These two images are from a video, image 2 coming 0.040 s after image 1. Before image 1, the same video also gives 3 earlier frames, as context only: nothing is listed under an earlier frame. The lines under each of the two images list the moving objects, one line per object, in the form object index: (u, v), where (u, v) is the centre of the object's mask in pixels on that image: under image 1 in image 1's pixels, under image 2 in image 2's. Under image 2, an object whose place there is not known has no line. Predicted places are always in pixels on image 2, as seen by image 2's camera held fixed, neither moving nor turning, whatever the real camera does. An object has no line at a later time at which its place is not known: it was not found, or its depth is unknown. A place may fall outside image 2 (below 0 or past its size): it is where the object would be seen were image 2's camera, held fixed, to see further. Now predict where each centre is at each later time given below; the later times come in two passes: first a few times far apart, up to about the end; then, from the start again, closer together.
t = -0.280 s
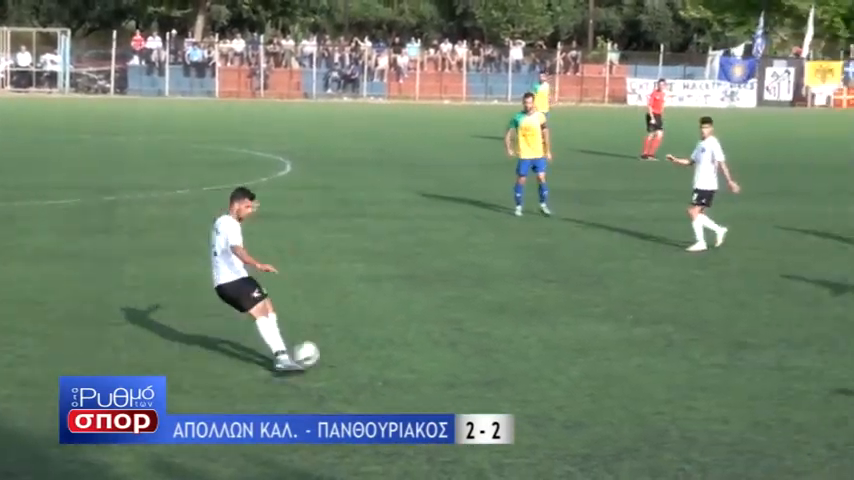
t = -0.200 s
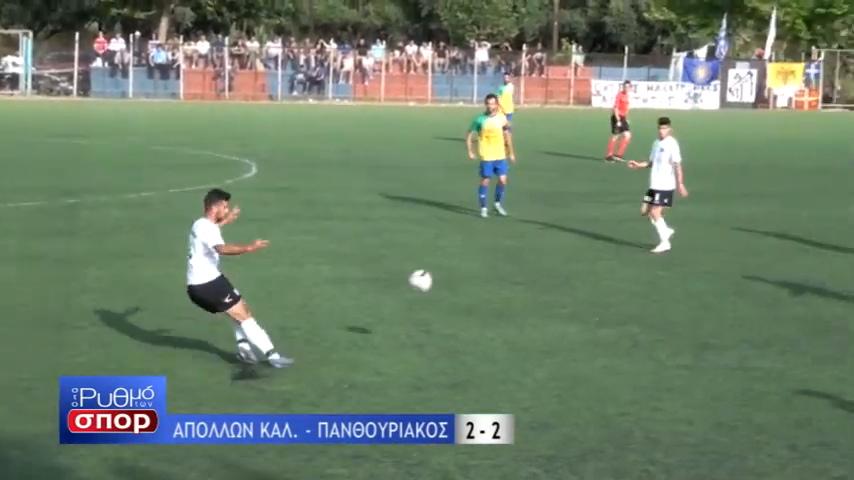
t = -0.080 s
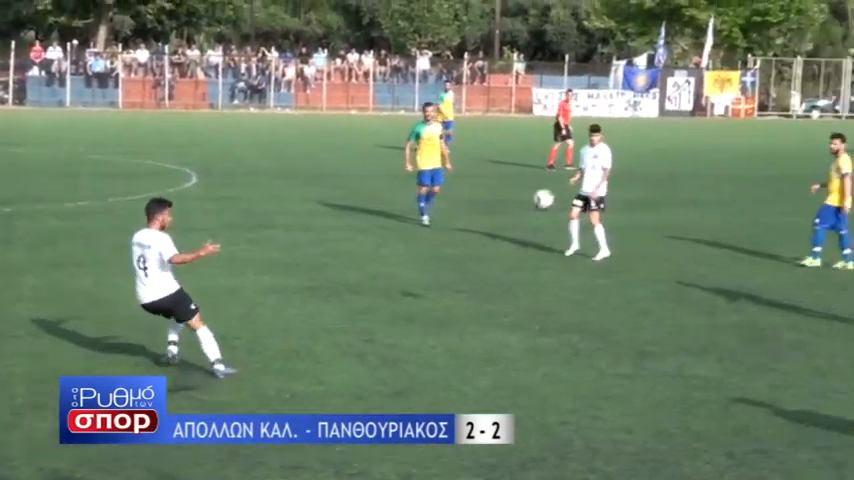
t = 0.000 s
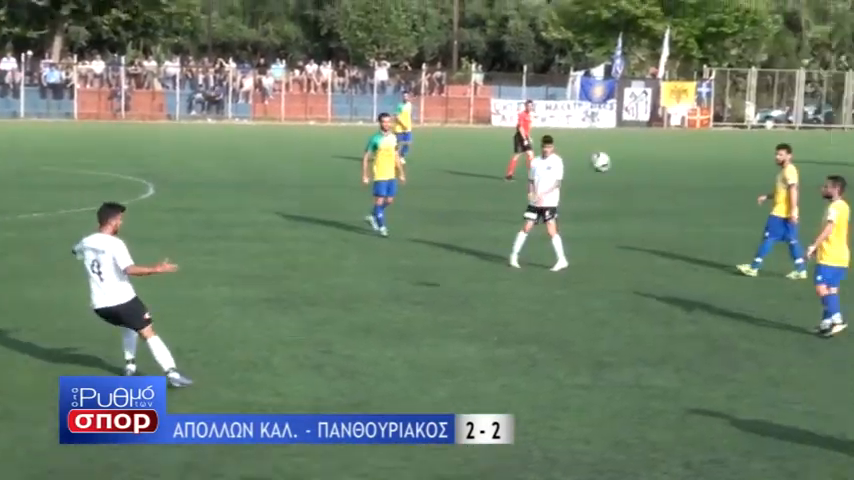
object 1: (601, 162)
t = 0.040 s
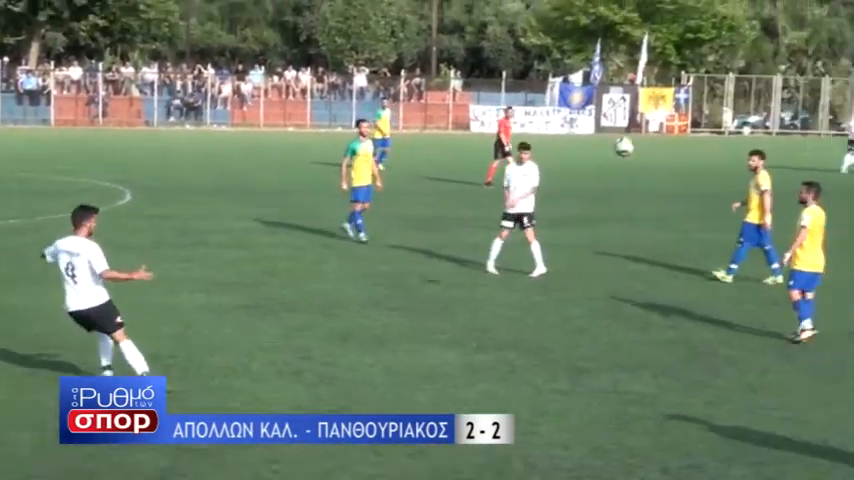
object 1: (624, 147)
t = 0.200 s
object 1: (775, 77)
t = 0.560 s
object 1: (1010, -12)
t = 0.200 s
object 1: (775, 77)
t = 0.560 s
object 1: (1010, -12)
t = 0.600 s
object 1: (1031, -17)
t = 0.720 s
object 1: (1089, -29)
